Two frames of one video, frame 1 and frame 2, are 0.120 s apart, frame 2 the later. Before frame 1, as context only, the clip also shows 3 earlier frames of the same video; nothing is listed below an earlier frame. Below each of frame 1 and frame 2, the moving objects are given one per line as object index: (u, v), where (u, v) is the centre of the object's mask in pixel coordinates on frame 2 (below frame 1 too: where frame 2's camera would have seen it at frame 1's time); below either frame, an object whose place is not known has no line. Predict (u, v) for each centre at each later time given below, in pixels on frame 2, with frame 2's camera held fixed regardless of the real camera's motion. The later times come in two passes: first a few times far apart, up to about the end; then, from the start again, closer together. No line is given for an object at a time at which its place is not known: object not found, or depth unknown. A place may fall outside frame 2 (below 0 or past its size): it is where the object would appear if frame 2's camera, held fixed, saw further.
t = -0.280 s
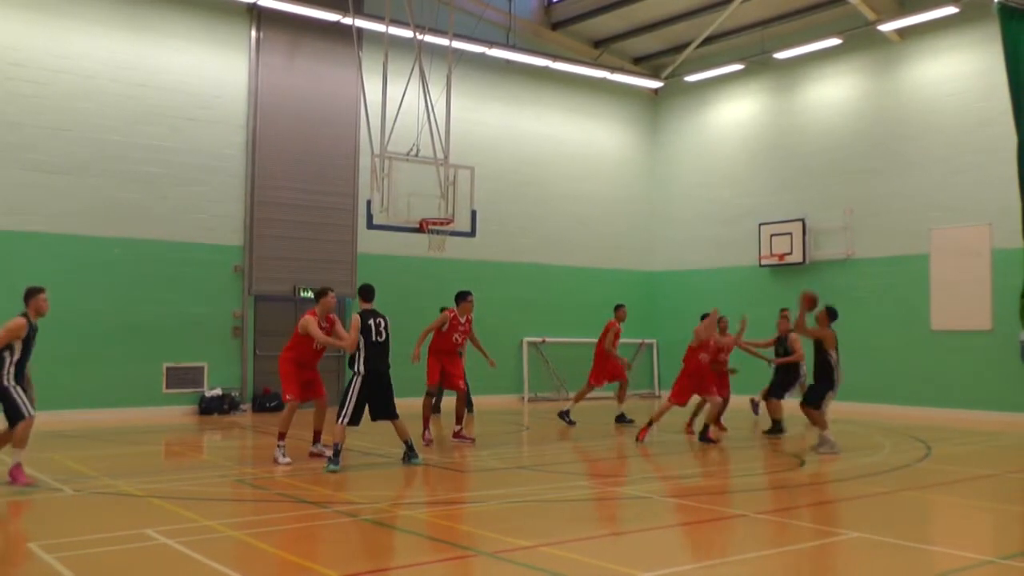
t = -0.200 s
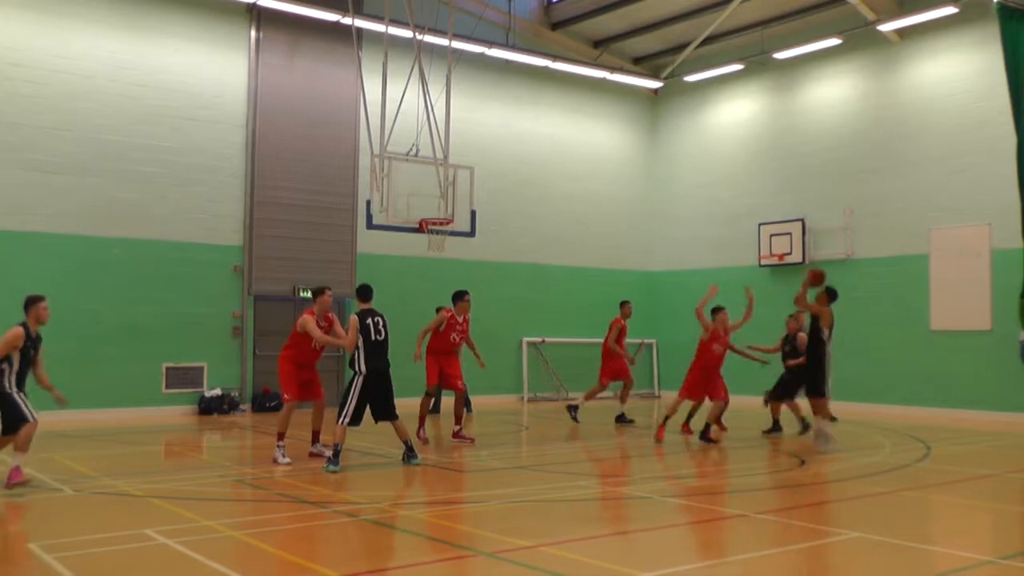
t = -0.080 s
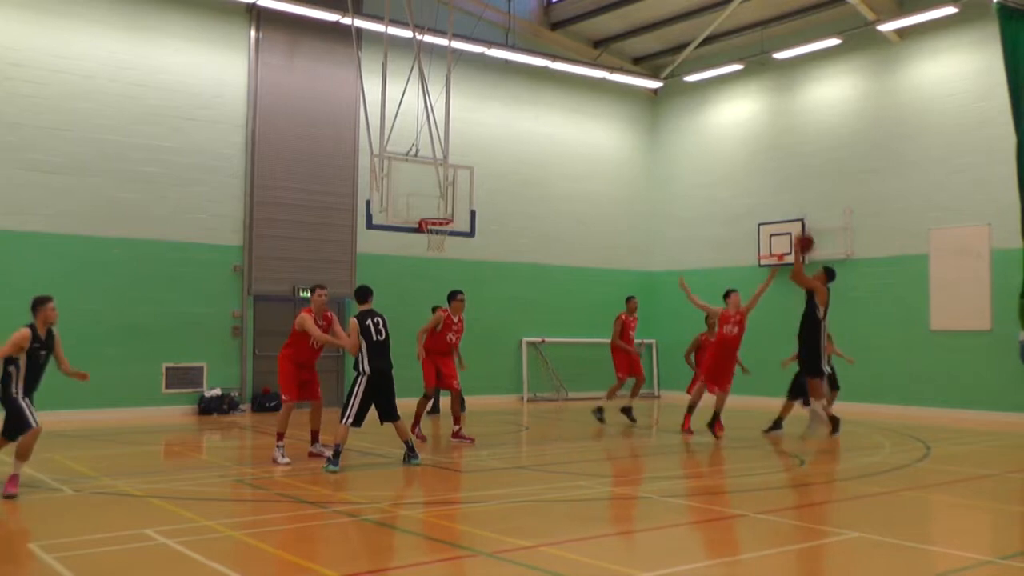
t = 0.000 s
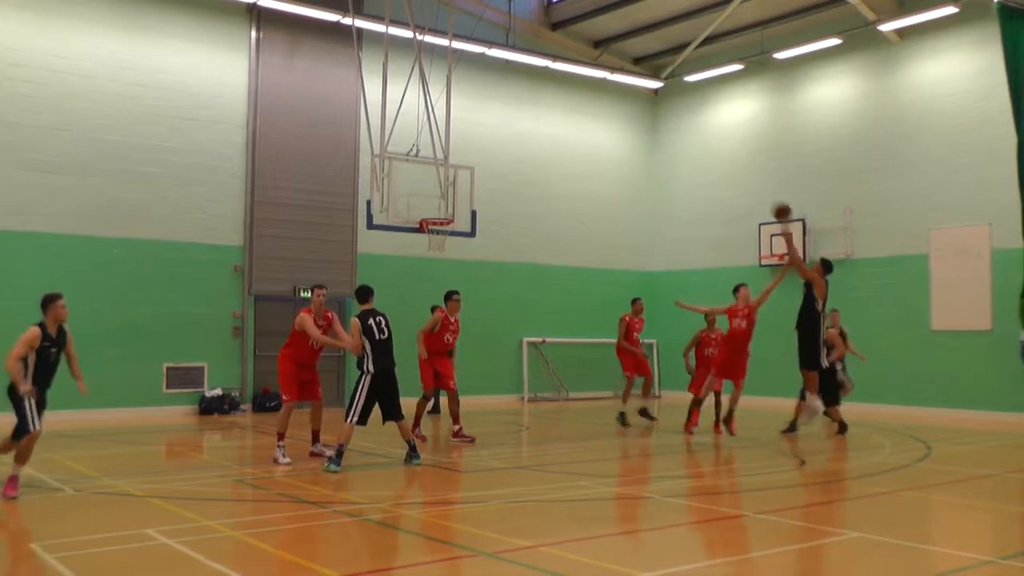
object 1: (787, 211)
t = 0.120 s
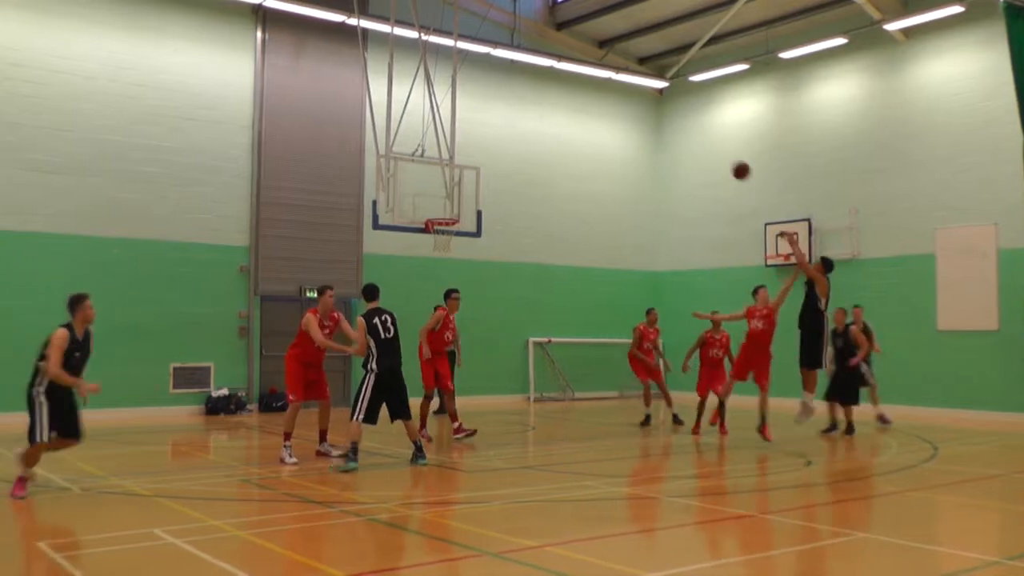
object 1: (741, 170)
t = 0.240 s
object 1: (696, 142)
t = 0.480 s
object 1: (614, 121)
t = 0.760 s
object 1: (526, 148)
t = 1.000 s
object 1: (458, 210)
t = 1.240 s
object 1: (431, 198)
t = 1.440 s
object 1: (441, 201)
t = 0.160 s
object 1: (725, 160)
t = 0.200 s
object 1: (710, 150)
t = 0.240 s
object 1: (696, 142)
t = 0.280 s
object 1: (681, 136)
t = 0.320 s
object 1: (667, 131)
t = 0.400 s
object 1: (640, 124)
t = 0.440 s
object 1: (627, 122)
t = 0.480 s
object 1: (614, 121)
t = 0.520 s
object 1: (601, 122)
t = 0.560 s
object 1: (587, 124)
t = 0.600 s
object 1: (576, 126)
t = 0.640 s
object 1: (562, 131)
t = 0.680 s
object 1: (550, 136)
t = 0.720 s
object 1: (538, 141)
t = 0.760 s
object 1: (526, 148)
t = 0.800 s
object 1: (514, 156)
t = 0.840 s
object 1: (503, 165)
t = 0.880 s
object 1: (492, 174)
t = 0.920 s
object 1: (480, 185)
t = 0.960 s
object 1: (469, 197)
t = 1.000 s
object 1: (458, 210)
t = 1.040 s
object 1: (453, 207)
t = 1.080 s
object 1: (447, 204)
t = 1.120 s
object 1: (442, 202)
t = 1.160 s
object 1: (436, 200)
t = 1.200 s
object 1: (431, 200)
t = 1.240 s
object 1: (431, 198)
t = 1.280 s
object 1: (433, 197)
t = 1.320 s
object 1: (435, 196)
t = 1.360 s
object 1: (437, 197)
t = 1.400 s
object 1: (439, 199)
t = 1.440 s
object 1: (441, 201)
